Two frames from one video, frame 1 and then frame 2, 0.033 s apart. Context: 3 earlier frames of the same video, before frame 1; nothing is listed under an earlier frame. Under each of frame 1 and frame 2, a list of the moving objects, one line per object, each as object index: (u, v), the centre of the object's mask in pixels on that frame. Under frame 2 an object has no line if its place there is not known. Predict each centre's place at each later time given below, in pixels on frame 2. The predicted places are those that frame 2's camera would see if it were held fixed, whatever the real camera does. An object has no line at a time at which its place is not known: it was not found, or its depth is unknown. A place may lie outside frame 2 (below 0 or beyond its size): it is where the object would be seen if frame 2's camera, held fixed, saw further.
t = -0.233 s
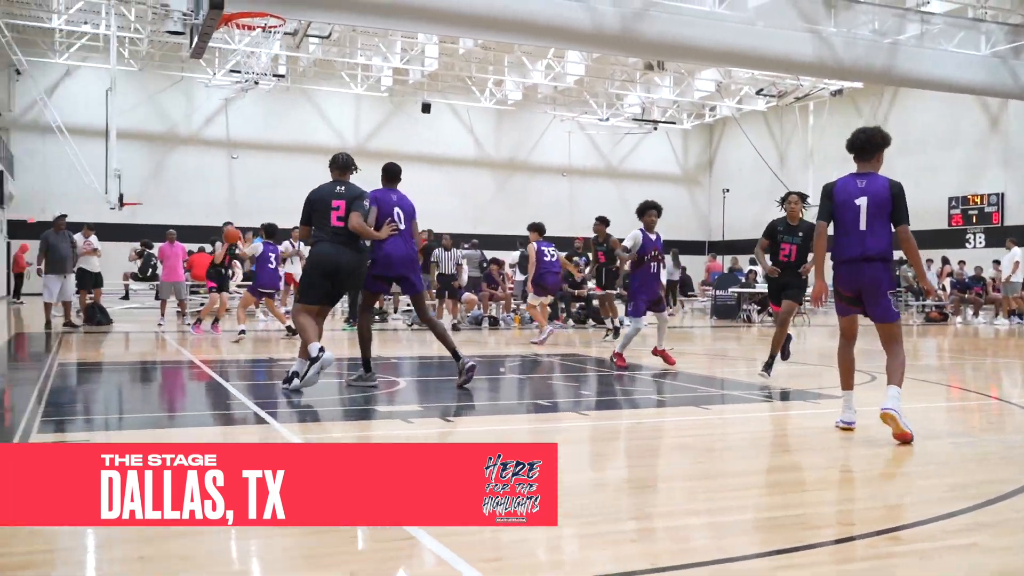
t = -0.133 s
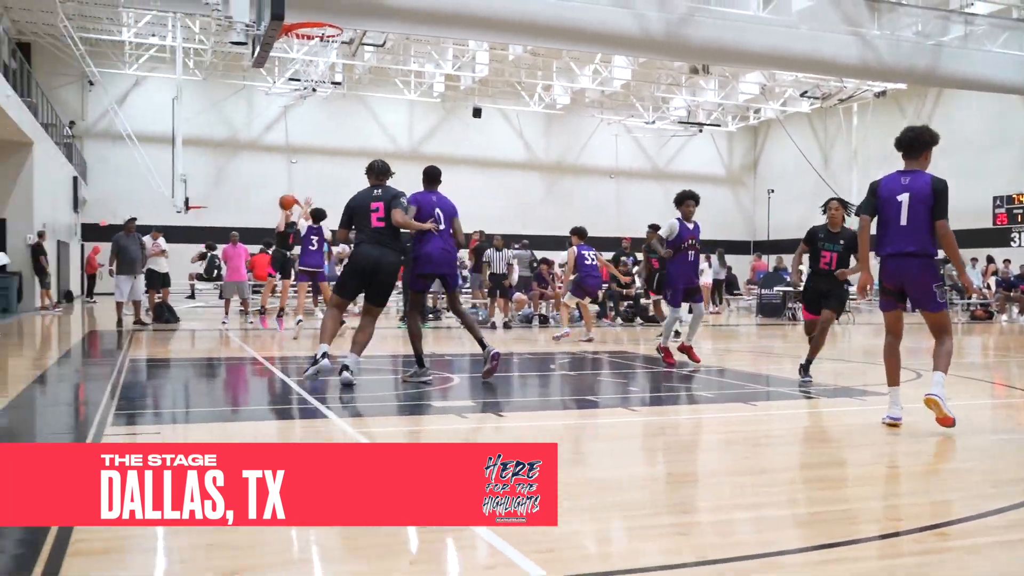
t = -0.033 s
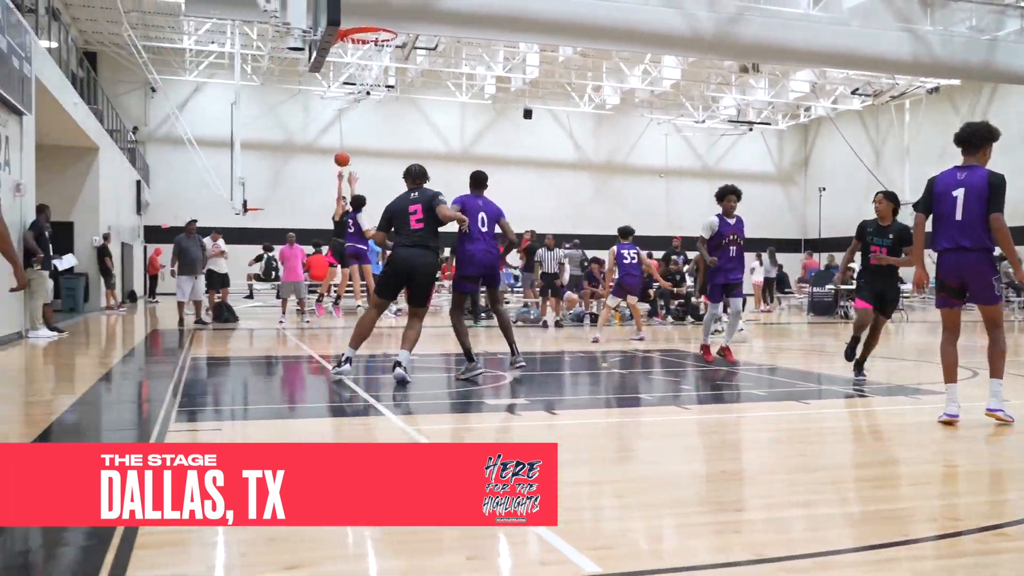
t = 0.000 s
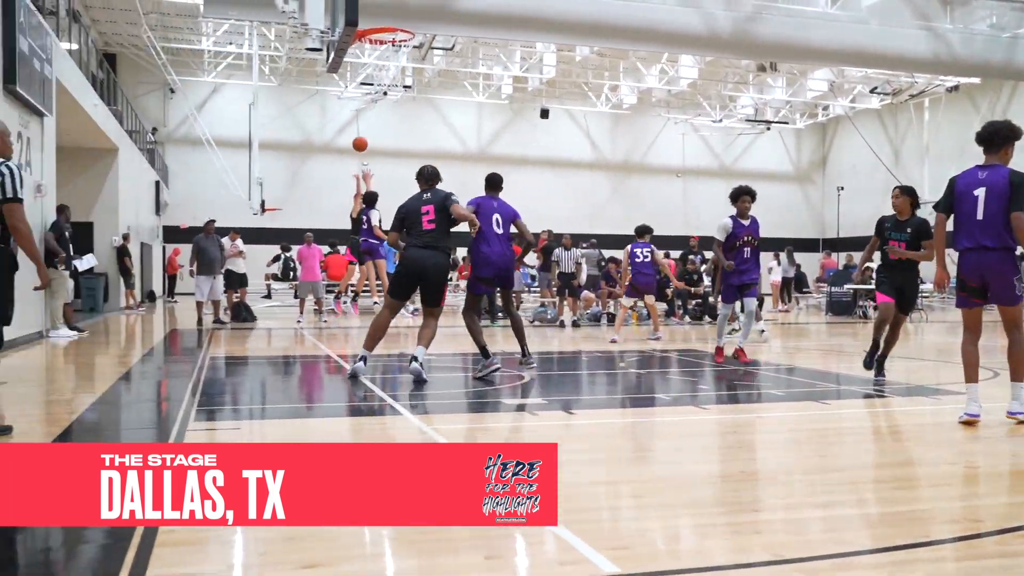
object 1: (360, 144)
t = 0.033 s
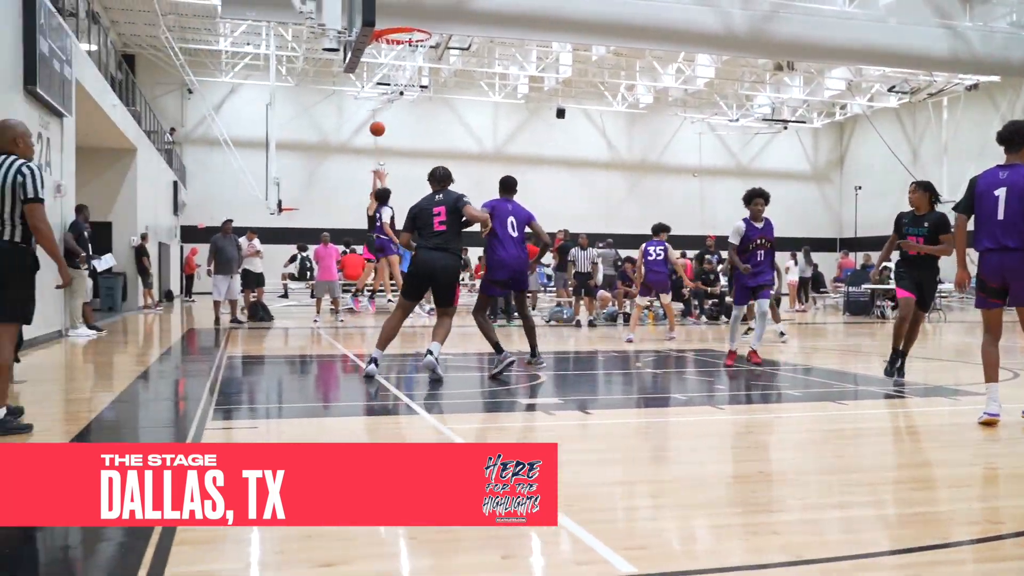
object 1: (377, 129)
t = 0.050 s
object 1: (378, 121)
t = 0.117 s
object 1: (380, 93)
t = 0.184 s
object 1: (382, 66)
